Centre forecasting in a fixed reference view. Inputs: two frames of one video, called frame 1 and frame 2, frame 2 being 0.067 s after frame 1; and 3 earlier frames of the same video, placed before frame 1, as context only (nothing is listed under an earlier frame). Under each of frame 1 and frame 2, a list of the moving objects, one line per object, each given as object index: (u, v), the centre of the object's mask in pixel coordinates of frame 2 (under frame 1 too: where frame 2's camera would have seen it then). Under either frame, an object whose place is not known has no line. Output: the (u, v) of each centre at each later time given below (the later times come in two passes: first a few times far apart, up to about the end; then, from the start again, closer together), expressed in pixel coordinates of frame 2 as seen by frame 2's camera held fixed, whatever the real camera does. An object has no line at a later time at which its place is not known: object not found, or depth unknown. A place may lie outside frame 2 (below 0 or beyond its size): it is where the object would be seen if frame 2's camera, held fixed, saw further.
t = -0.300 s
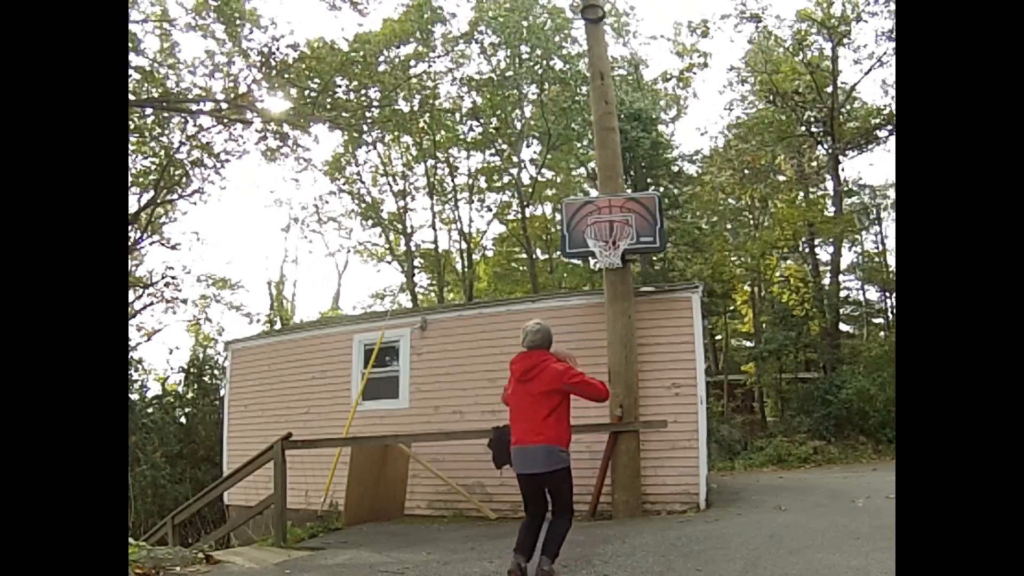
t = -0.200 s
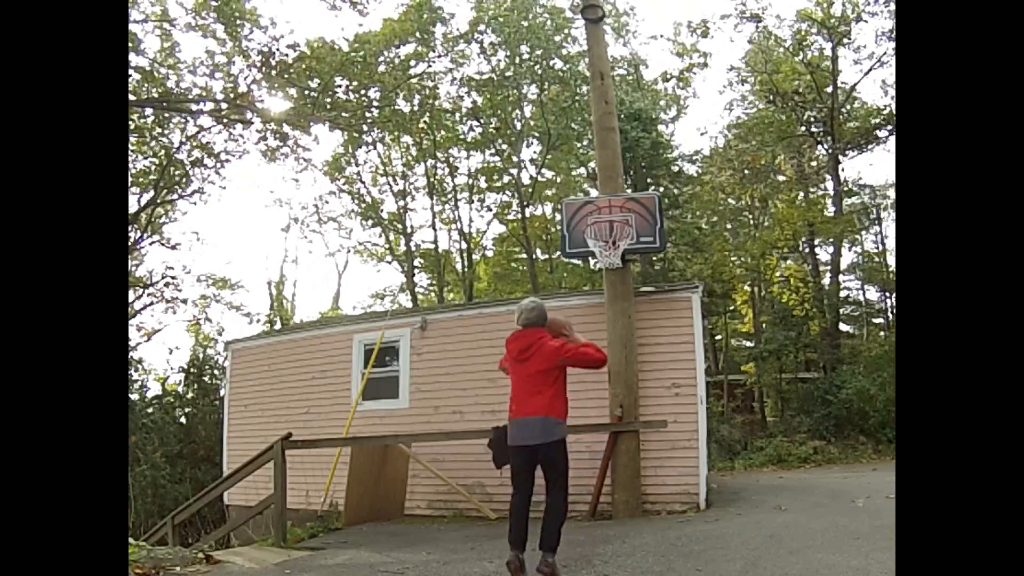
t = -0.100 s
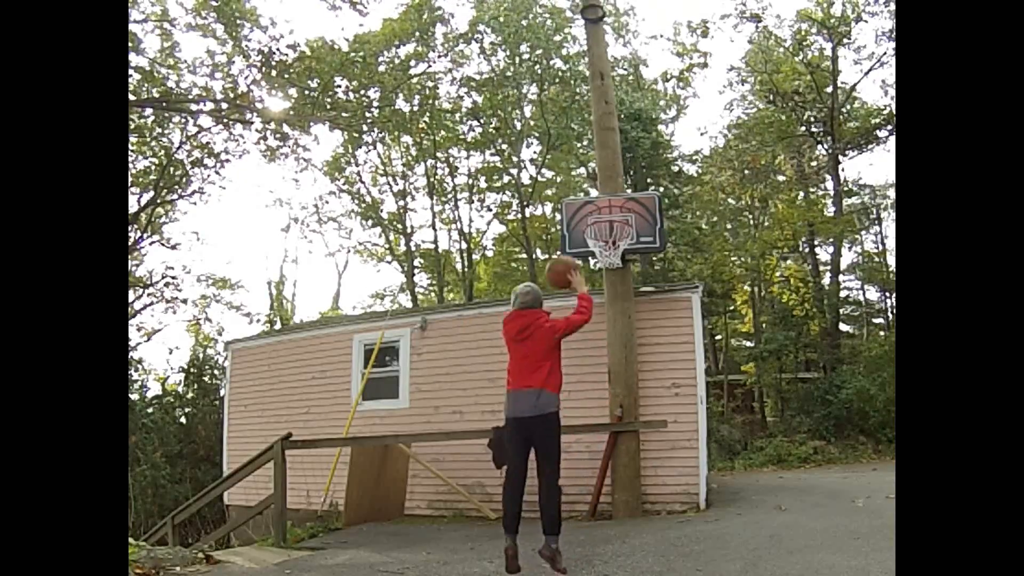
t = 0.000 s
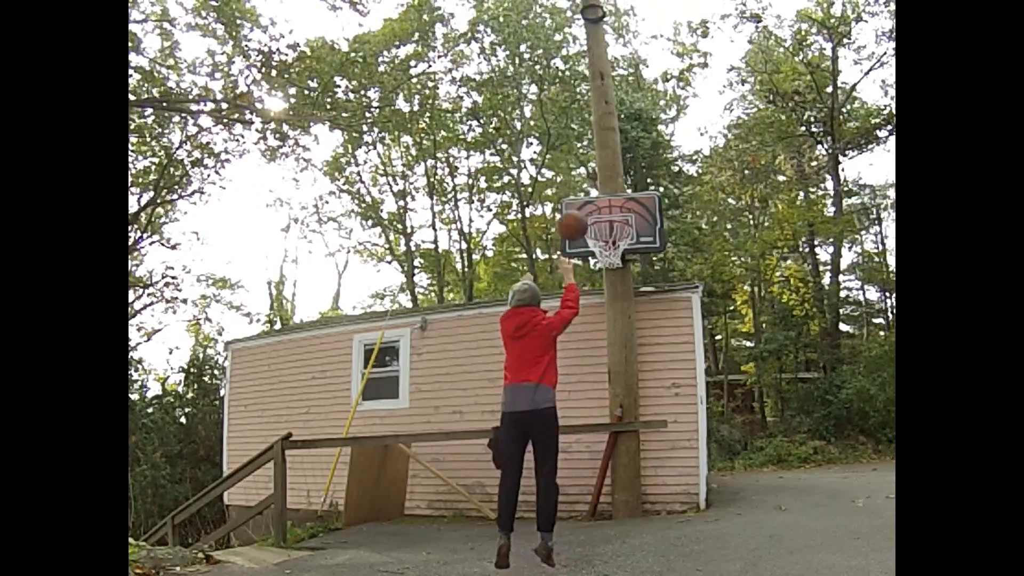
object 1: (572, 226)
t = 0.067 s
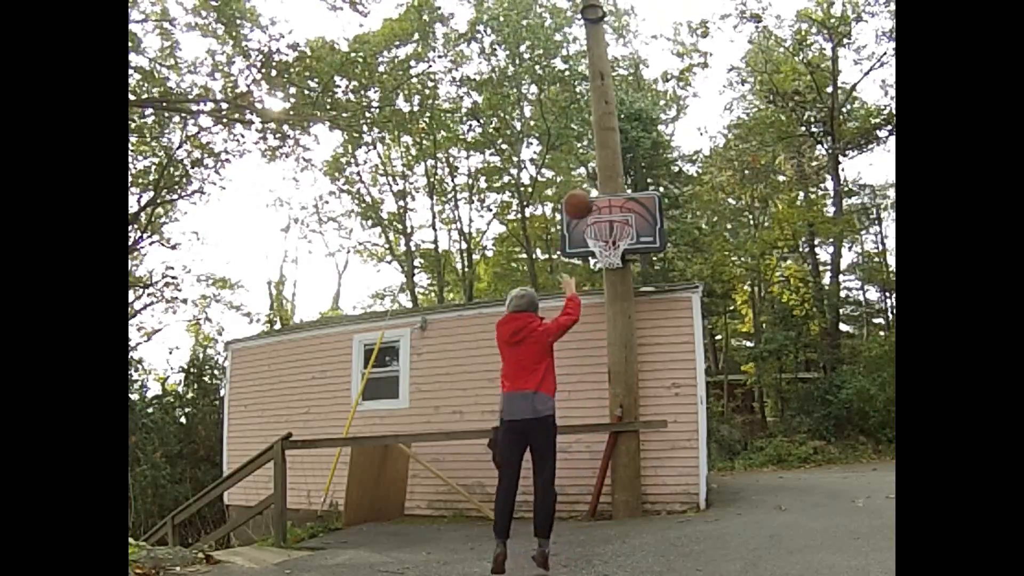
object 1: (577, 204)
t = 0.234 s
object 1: (589, 180)
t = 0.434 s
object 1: (604, 185)
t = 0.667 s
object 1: (614, 210)
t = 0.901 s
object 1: (613, 259)
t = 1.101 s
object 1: (606, 284)
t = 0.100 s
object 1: (580, 197)
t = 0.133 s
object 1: (583, 191)
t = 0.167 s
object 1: (585, 186)
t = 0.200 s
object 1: (588, 183)
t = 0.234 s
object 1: (589, 180)
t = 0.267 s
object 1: (593, 179)
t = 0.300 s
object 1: (595, 178)
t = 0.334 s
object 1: (597, 178)
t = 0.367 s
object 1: (599, 179)
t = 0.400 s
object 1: (602, 182)
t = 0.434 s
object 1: (604, 185)
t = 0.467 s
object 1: (607, 190)
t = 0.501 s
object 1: (609, 195)
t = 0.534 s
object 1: (612, 202)
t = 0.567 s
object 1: (613, 207)
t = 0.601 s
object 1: (614, 208)
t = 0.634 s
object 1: (613, 209)
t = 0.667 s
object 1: (614, 210)
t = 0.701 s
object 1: (615, 212)
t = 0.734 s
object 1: (615, 215)
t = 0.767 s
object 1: (611, 226)
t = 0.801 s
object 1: (617, 233)
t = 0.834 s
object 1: (617, 240)
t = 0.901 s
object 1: (613, 259)
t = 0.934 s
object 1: (612, 258)
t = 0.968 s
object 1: (613, 259)
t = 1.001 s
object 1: (611, 263)
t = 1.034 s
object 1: (609, 268)
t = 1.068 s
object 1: (608, 276)
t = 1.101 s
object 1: (606, 284)
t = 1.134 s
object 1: (604, 294)
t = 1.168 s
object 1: (603, 305)
